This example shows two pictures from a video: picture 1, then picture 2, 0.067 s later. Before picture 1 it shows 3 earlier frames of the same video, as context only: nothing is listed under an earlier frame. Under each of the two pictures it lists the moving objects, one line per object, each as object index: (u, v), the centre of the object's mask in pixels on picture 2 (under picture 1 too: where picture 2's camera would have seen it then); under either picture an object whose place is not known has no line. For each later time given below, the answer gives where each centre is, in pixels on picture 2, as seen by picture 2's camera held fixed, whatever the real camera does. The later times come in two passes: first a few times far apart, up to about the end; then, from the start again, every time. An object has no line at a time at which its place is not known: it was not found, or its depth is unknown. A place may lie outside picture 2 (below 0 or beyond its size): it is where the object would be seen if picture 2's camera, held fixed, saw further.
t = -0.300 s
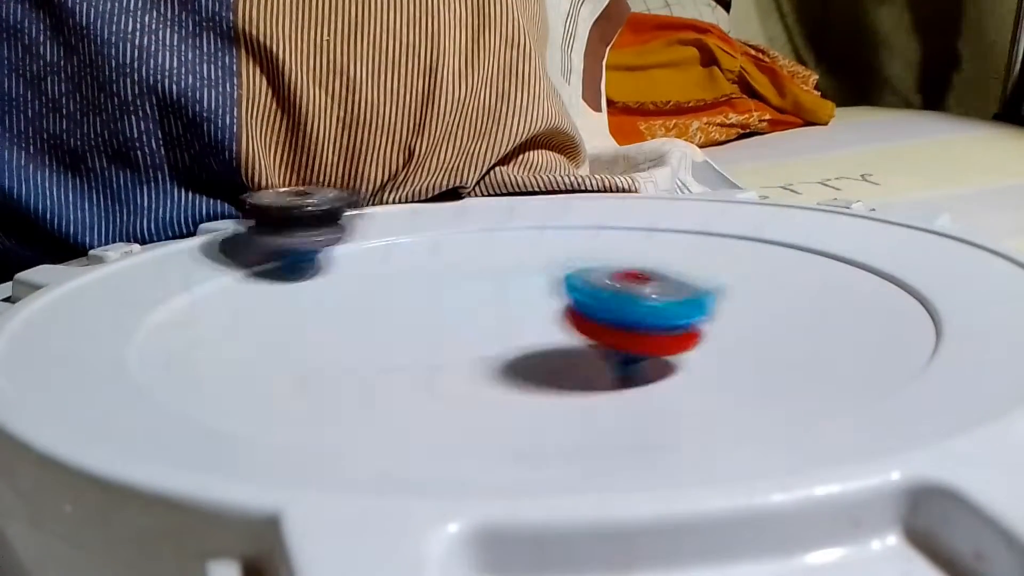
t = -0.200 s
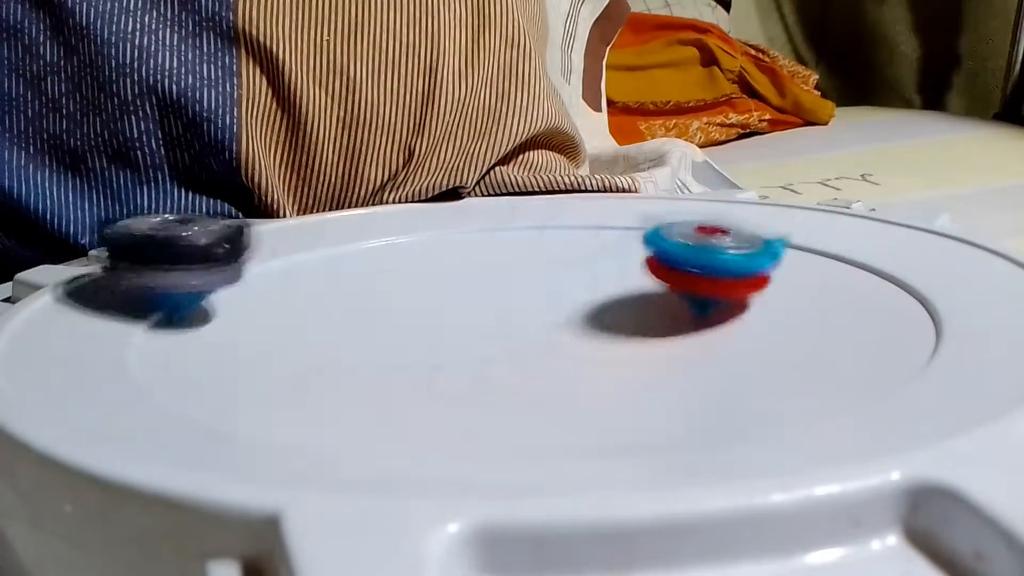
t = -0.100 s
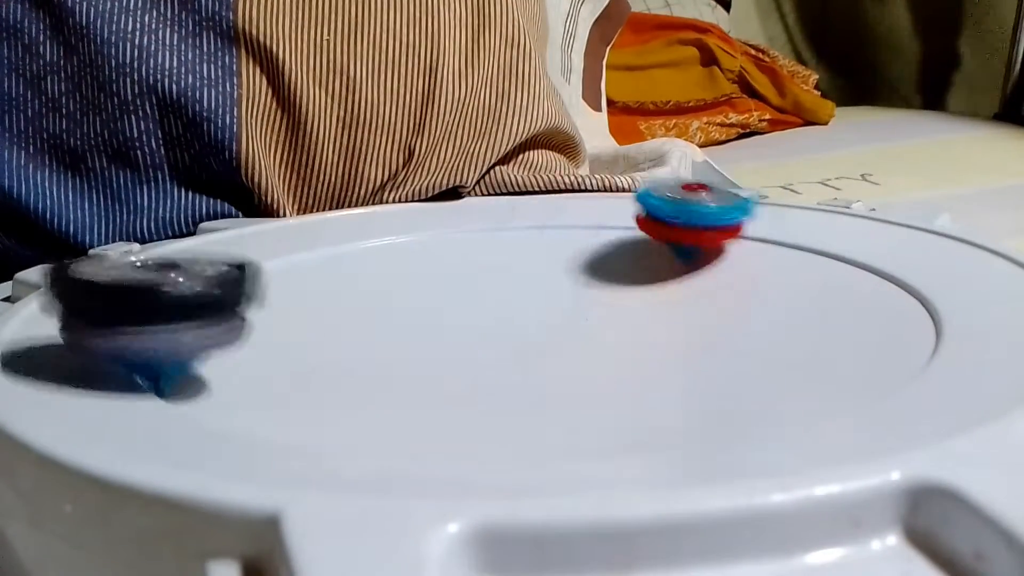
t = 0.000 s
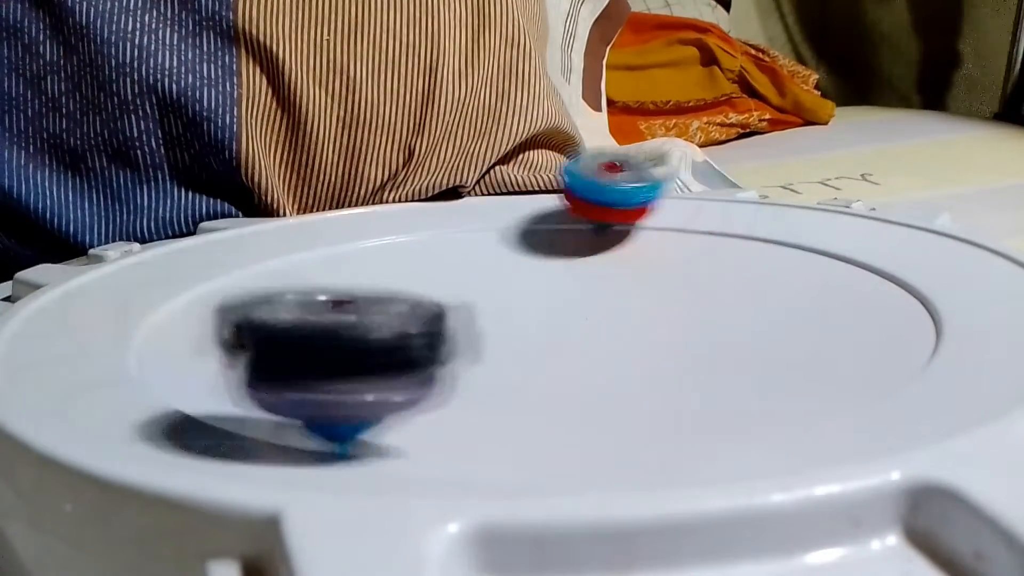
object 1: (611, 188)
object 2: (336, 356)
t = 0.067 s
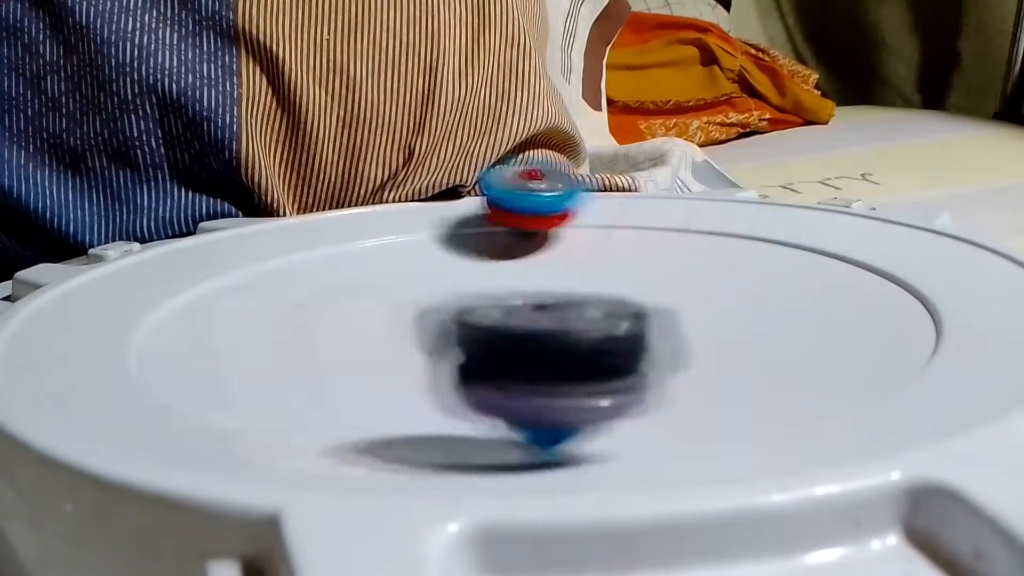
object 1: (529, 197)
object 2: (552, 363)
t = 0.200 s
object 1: (359, 207)
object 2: (802, 310)
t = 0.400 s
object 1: (247, 312)
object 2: (654, 226)
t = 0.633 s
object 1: (818, 319)
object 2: (336, 216)
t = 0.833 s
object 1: (799, 205)
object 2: (179, 272)
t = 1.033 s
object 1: (471, 198)
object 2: (452, 349)
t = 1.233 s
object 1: (192, 268)
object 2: (706, 274)
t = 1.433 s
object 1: (407, 363)
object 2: (576, 197)
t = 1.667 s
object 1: (881, 264)
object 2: (333, 223)
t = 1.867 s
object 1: (605, 210)
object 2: (293, 312)
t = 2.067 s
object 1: (293, 216)
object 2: (681, 333)
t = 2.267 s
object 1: (167, 317)
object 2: (793, 238)
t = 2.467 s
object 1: (647, 344)
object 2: (564, 208)
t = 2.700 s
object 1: (655, 224)
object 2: (261, 245)
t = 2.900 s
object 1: (421, 198)
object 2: (169, 320)
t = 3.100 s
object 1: (231, 265)
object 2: (611, 356)
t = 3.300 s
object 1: (517, 349)
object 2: (768, 276)
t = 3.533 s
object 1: (784, 242)
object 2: (545, 206)
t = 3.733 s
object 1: (585, 194)
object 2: (319, 215)
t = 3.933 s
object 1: (327, 229)
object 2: (204, 273)
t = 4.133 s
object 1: (220, 317)
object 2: (482, 346)
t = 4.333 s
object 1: (603, 360)
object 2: (739, 275)
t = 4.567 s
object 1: (801, 266)
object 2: (600, 203)
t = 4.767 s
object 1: (570, 218)
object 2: (381, 220)
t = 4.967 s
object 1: (326, 211)
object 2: (249, 289)
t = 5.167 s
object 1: (169, 281)
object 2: (453, 358)
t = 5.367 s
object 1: (483, 355)
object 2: (792, 307)
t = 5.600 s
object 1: (629, 303)
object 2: (720, 203)
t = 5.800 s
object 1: (423, 286)
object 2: (505, 199)
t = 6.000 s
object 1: (278, 307)
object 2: (352, 219)
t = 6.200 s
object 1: (502, 335)
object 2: (304, 298)
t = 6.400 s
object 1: (541, 259)
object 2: (570, 344)
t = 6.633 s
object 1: (361, 216)
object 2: (788, 266)
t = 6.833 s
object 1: (303, 288)
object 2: (627, 233)
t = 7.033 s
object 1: (557, 330)
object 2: (401, 243)
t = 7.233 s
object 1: (739, 266)
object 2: (208, 275)
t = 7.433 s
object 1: (618, 226)
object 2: (273, 338)
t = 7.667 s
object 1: (383, 265)
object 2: (637, 328)
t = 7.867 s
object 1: (273, 319)
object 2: (651, 256)
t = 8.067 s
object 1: (465, 362)
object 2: (511, 207)
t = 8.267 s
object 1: (659, 316)
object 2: (342, 212)
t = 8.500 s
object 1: (550, 245)
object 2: (275, 292)
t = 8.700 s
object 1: (395, 206)
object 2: (510, 343)
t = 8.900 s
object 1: (264, 246)
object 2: (767, 294)
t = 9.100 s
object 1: (392, 326)
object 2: (705, 239)
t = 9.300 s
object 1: (662, 323)
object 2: (507, 235)
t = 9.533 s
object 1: (738, 249)
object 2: (274, 254)
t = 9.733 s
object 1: (553, 245)
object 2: (196, 302)
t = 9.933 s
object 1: (361, 263)
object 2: (451, 350)
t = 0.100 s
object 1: (488, 197)
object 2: (653, 355)
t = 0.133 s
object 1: (446, 197)
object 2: (732, 343)
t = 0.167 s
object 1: (404, 200)
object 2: (779, 326)
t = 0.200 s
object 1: (359, 207)
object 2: (802, 310)
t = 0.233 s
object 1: (316, 217)
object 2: (803, 292)
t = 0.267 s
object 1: (277, 228)
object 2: (790, 276)
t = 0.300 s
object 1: (247, 248)
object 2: (766, 260)
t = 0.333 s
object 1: (231, 268)
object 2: (733, 247)
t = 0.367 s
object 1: (229, 290)
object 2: (695, 236)
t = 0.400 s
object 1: (247, 312)
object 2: (654, 226)
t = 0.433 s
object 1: (289, 333)
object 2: (610, 217)
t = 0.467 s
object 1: (354, 349)
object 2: (565, 208)
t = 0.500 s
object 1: (440, 359)
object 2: (519, 201)
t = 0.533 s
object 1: (542, 361)
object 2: (472, 196)
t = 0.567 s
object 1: (646, 357)
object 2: (427, 196)
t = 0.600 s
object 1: (740, 340)
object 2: (383, 211)
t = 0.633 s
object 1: (818, 319)
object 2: (336, 216)
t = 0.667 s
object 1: (873, 289)
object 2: (295, 220)
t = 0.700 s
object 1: (909, 263)
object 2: (259, 232)
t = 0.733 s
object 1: (916, 240)
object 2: (226, 239)
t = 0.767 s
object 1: (884, 225)
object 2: (201, 248)
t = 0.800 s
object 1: (843, 215)
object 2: (186, 259)
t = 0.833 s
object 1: (799, 205)
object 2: (179, 272)
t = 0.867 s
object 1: (747, 199)
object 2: (187, 286)
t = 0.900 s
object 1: (692, 194)
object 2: (209, 301)
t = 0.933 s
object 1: (634, 190)
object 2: (251, 318)
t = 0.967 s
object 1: (581, 191)
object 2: (307, 334)
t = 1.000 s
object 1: (525, 194)
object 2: (376, 342)
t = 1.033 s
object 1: (471, 198)
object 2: (452, 349)
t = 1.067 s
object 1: (417, 205)
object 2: (526, 346)
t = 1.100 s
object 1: (365, 212)
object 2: (588, 337)
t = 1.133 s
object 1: (315, 222)
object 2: (643, 324)
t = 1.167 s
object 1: (267, 235)
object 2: (679, 309)
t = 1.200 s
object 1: (228, 248)
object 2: (699, 292)
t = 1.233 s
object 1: (192, 268)
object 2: (706, 274)
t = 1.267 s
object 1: (166, 288)
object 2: (701, 256)
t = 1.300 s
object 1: (155, 305)
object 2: (688, 240)
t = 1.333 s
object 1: (162, 323)
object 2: (668, 227)
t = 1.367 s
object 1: (206, 340)
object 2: (642, 215)
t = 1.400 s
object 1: (295, 354)
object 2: (610, 205)
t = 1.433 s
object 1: (407, 363)
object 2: (576, 197)
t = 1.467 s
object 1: (540, 363)
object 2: (537, 192)
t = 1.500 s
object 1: (670, 357)
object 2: (497, 195)
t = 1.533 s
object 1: (776, 342)
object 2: (461, 199)
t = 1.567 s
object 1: (850, 326)
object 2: (427, 203)
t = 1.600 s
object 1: (887, 303)
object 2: (396, 208)
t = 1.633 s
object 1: (895, 283)
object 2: (363, 214)
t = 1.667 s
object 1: (881, 264)
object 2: (333, 223)
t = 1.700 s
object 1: (851, 248)
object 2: (305, 233)
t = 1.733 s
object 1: (810, 237)
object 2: (282, 247)
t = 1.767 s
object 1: (762, 228)
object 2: (267, 261)
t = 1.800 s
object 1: (711, 221)
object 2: (263, 278)
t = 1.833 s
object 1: (659, 215)
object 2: (272, 295)
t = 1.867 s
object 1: (605, 210)
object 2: (293, 312)
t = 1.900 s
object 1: (550, 205)
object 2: (336, 329)
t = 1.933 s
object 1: (496, 203)
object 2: (391, 342)
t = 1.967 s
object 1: (442, 201)
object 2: (462, 345)
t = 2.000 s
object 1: (393, 199)
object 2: (538, 348)
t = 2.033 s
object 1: (343, 211)
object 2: (612, 342)
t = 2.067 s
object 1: (293, 216)
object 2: (681, 333)
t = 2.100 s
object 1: (253, 227)
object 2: (740, 320)
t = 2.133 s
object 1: (211, 244)
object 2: (781, 303)
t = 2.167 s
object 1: (181, 262)
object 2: (806, 284)
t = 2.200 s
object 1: (159, 278)
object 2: (815, 268)
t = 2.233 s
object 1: (150, 296)
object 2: (810, 251)
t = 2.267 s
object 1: (167, 317)
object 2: (793, 238)
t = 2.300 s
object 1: (213, 340)
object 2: (768, 226)
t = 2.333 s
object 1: (290, 349)
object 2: (733, 218)
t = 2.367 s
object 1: (384, 359)
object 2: (694, 213)
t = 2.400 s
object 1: (485, 360)
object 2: (653, 210)
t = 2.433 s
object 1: (576, 355)
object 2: (610, 209)
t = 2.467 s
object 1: (647, 344)
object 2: (564, 208)
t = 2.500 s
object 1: (695, 329)
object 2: (517, 211)
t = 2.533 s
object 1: (721, 310)
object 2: (472, 216)
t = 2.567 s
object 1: (730, 291)
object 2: (429, 218)
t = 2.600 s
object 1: (722, 272)
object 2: (384, 224)
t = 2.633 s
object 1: (707, 254)
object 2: (338, 230)
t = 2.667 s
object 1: (681, 236)
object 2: (299, 237)
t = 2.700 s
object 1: (655, 224)
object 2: (261, 245)
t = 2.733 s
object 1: (620, 210)
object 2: (225, 253)
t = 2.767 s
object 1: (585, 197)
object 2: (196, 264)
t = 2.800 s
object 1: (545, 189)
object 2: (174, 276)
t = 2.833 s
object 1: (504, 194)
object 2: (158, 290)
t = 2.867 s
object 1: (464, 196)
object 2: (156, 304)
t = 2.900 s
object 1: (421, 198)
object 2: (169, 320)
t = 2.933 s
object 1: (379, 205)
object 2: (200, 335)
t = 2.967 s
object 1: (338, 211)
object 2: (259, 349)
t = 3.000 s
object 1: (297, 217)
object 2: (335, 357)
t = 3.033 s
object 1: (262, 228)
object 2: (424, 360)
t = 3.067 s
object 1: (240, 243)
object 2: (523, 360)
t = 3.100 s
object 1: (231, 265)
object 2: (611, 356)
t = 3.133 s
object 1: (233, 285)
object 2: (682, 347)
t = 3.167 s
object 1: (258, 304)
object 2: (735, 334)
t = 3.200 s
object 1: (303, 323)
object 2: (767, 320)
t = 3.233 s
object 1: (366, 339)
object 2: (780, 305)
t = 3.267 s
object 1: (439, 347)
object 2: (780, 291)
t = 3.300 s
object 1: (517, 349)
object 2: (768, 276)
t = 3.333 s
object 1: (598, 343)
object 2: (747, 262)
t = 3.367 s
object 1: (667, 328)
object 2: (722, 240)
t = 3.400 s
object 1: (717, 316)
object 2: (690, 230)
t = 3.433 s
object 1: (758, 296)
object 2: (657, 228)
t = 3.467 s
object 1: (780, 278)
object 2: (623, 221)
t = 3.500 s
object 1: (788, 258)
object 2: (583, 212)
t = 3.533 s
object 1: (784, 242)
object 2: (545, 206)
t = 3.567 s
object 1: (771, 225)
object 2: (506, 200)
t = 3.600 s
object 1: (746, 213)
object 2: (465, 196)
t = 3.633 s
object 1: (714, 202)
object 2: (431, 199)
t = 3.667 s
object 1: (677, 194)
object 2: (394, 206)
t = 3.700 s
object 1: (632, 189)
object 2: (355, 211)
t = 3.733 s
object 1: (585, 194)
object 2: (319, 215)
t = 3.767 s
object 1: (538, 195)
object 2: (287, 220)
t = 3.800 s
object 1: (493, 199)
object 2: (257, 226)
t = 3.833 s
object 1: (450, 206)
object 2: (230, 237)
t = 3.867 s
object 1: (407, 212)
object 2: (213, 246)
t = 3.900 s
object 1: (365, 219)
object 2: (202, 259)
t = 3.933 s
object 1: (327, 229)
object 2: (204, 273)
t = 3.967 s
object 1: (299, 235)
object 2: (219, 287)
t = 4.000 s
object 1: (263, 237)
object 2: (246, 305)
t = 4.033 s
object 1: (225, 259)
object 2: (288, 321)
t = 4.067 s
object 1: (215, 287)
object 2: (347, 333)
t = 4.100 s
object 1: (214, 302)
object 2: (410, 344)
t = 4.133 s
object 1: (220, 317)
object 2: (482, 346)
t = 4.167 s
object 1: (241, 332)
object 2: (546, 342)
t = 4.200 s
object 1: (281, 346)
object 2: (610, 336)
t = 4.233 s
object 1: (338, 357)
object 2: (661, 323)
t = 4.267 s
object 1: (411, 362)
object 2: (701, 310)
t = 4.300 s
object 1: (503, 365)
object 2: (723, 293)
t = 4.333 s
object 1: (603, 360)
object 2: (739, 275)
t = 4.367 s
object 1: (687, 352)
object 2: (737, 256)
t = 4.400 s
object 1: (755, 341)
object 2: (728, 241)
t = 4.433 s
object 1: (807, 326)
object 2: (711, 235)
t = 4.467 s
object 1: (832, 309)
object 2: (692, 222)
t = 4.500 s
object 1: (836, 293)
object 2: (667, 213)
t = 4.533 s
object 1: (825, 279)
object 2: (637, 207)
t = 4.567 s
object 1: (801, 266)
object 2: (600, 203)
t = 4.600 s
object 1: (771, 255)
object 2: (566, 201)
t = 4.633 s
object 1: (735, 246)
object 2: (528, 200)
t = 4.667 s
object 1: (696, 237)
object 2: (493, 202)
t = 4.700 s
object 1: (657, 229)
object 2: (454, 208)
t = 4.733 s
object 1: (613, 223)
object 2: (418, 213)
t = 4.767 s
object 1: (570, 218)
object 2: (381, 220)
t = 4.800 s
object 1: (527, 214)
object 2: (349, 229)
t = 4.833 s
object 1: (484, 211)
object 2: (316, 240)
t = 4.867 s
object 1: (442, 208)
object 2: (291, 250)
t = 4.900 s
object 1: (400, 207)
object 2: (270, 262)
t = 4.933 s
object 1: (357, 206)
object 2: (257, 274)
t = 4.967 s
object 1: (326, 211)
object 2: (249, 289)
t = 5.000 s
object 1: (291, 219)
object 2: (250, 304)
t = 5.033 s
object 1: (258, 229)
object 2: (265, 319)
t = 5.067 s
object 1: (225, 240)
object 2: (295, 333)
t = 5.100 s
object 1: (196, 252)
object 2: (332, 345)
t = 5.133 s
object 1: (176, 266)
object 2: (391, 353)
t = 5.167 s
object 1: (169, 281)
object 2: (453, 358)
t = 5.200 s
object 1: (177, 298)
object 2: (522, 357)
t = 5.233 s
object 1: (213, 316)
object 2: (603, 355)
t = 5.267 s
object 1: (265, 332)
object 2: (670, 346)
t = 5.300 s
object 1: (329, 344)
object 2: (726, 334)
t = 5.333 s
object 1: (406, 352)
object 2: (770, 321)
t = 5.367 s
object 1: (483, 355)
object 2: (792, 307)
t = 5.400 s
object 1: (551, 350)
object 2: (803, 296)
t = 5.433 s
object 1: (614, 341)
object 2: (799, 282)
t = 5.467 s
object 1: (665, 326)
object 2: (790, 268)
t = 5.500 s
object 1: (683, 311)
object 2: (772, 254)
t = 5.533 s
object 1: (674, 310)
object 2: (759, 232)
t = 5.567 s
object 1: (651, 306)
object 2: (744, 218)
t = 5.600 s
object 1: (629, 303)
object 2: (720, 203)
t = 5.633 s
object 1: (599, 299)
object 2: (693, 194)
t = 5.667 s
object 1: (571, 295)
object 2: (661, 189)
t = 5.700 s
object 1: (535, 290)
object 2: (617, 195)
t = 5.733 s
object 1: (499, 288)
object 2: (579, 198)
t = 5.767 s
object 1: (459, 287)
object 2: (542, 198)
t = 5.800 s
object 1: (423, 286)
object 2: (505, 199)
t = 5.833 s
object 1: (387, 286)
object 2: (475, 202)
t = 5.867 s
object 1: (349, 289)
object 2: (450, 202)
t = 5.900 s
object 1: (324, 288)
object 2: (422, 207)
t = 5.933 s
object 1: (295, 295)
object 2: (399, 211)
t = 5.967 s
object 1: (279, 301)
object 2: (374, 217)
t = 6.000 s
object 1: (278, 307)
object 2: (352, 219)
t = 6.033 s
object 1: (281, 321)
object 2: (322, 236)
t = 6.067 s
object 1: (310, 330)
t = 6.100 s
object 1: (354, 340)
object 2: (299, 251)
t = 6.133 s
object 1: (405, 343)
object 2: (292, 267)
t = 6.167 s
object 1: (457, 340)
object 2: (294, 282)
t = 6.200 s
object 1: (502, 335)
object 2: (304, 298)
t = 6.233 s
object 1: (533, 325)
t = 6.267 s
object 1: (552, 316)
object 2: (360, 325)
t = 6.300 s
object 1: (561, 304)
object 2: (403, 335)
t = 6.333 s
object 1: (566, 292)
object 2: (452, 344)
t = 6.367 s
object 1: (559, 269)
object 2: (506, 347)
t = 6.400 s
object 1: (541, 259)
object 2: (570, 344)
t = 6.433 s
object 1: (525, 255)
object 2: (630, 338)
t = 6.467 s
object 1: (504, 245)
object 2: (681, 330)
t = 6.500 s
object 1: (478, 233)
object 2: (726, 318)
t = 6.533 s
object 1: (452, 225)
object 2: (759, 304)
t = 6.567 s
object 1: (423, 220)
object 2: (783, 290)
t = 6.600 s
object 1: (392, 216)
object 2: (790, 278)
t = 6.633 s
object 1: (361, 216)
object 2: (788, 266)
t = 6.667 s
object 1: (333, 219)
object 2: (775, 256)
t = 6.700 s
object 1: (308, 226)
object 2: (754, 247)
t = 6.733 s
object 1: (291, 243)
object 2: (729, 241)
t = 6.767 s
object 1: (284, 257)
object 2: (697, 237)
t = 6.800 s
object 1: (288, 272)
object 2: (663, 234)
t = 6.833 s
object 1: (303, 288)
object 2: (627, 233)
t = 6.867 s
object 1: (331, 301)
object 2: (589, 231)
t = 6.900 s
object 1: (367, 314)
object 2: (549, 234)
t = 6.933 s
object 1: (409, 325)
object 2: (501, 245)
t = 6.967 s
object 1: (458, 330)
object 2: (462, 243)
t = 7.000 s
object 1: (508, 331)
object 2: (436, 242)
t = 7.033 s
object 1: (557, 330)
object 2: (401, 243)
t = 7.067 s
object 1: (604, 325)
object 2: (361, 248)
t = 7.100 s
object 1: (646, 316)
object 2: (326, 251)
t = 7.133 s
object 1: (682, 305)
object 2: (291, 255)
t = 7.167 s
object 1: (712, 294)
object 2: (261, 260)
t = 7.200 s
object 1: (730, 279)
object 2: (234, 266)
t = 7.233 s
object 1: (739, 266)
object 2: (208, 275)
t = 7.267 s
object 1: (739, 254)
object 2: (189, 283)
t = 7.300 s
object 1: (728, 243)
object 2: (179, 297)
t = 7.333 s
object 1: (710, 235)
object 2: (183, 309)
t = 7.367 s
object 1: (683, 229)
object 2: (197, 321)
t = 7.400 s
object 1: (653, 226)
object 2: (222, 334)
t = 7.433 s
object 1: (618, 226)
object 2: (273, 338)
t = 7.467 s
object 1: (584, 226)
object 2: (325, 347)
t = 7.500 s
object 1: (547, 231)
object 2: (385, 352)
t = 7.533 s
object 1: (512, 236)
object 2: (447, 356)
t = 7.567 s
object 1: (478, 242)
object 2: (509, 354)
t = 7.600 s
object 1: (444, 250)
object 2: (563, 347)
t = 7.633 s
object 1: (412, 257)
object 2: (605, 338)
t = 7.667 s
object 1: (383, 265)
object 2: (637, 328)
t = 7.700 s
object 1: (355, 273)
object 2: (660, 319)
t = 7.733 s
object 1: (330, 283)
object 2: (673, 307)
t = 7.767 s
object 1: (308, 291)
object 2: (678, 294)
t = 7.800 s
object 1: (291, 300)
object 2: (673, 280)
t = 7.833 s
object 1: (278, 308)
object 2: (664, 267)
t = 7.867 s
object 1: (273, 319)
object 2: (651, 256)
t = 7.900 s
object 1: (277, 327)
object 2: (635, 244)
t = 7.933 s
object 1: (289, 337)
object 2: (615, 234)
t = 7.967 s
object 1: (315, 346)
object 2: (592, 226)
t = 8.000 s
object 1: (354, 354)
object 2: (568, 218)
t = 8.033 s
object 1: (405, 359)
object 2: (541, 213)
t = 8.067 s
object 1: (465, 362)
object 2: (511, 207)
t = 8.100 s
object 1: (527, 360)
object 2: (483, 203)
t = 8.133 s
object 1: (579, 355)
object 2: (452, 203)
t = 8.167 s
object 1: (616, 347)
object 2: (423, 202)
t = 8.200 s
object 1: (642, 338)
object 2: (397, 205)
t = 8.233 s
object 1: (655, 327)
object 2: (367, 209)
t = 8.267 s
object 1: (659, 316)
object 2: (342, 212)
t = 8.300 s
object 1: (654, 305)
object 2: (319, 220)
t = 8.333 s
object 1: (644, 294)
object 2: (297, 229)
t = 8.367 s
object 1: (629, 283)
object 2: (281, 240)
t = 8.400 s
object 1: (612, 273)
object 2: (269, 251)
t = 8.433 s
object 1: (593, 262)
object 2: (262, 263)
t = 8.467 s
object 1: (572, 254)
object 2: (265, 279)
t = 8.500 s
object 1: (550, 245)
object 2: (275, 292)
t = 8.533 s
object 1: (527, 238)
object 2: (294, 306)
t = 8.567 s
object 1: (499, 226)
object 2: (322, 319)
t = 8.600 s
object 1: (475, 222)
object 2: (357, 331)
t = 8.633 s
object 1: (451, 216)
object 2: (402, 338)
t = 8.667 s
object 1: (423, 210)
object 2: (455, 341)
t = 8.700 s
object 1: (395, 206)
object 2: (510, 343)
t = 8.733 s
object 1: (364, 206)
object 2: (567, 341)
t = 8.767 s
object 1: (337, 208)
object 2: (619, 335)
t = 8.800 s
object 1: (311, 213)
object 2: (669, 327)
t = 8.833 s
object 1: (291, 221)
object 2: (713, 317)
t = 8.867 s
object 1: (276, 231)
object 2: (744, 306)
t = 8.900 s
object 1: (264, 246)
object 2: (767, 294)
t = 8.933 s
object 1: (266, 260)
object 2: (777, 282)
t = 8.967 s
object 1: (276, 278)
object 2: (779, 272)
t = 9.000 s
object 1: (294, 292)
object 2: (770, 261)
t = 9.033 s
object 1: (318, 306)
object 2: (754, 252)
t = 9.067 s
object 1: (352, 318)
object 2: (732, 245)
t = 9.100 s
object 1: (392, 326)
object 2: (705, 239)
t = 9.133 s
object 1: (435, 333)
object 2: (675, 236)
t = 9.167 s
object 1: (483, 336)
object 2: (642, 233)
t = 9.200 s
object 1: (532, 334)
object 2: (610, 233)
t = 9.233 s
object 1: (576, 336)
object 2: (575, 233)
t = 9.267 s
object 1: (620, 329)
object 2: (539, 235)
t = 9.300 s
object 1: (662, 323)
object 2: (507, 235)
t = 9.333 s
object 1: (699, 314)
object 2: (471, 236)
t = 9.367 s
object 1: (727, 301)
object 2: (437, 237)
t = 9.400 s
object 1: (748, 289)
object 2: (403, 241)
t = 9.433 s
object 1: (759, 280)
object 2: (369, 244)
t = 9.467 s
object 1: (763, 268)
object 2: (336, 248)
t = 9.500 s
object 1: (755, 258)
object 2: (304, 252)
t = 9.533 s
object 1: (738, 249)
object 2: (274, 254)
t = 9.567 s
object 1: (715, 244)
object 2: (247, 260)
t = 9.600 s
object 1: (686, 241)
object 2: (223, 266)
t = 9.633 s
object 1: (654, 239)
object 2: (203, 274)
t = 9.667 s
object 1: (620, 240)
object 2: (191, 283)
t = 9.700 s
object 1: (586, 242)
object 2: (188, 292)
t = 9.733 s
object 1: (553, 245)
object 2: (196, 302)
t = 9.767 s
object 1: (519, 248)
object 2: (214, 314)
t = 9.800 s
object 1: (485, 252)
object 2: (245, 325)
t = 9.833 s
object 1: (453, 255)
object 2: (285, 335)
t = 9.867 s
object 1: (422, 257)
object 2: (333, 343)
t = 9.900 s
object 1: (392, 258)
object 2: (389, 346)
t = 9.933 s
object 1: (361, 263)
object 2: (451, 350)
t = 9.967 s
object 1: (332, 269)
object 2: (505, 349)
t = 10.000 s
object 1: (304, 276)
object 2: (551, 344)
